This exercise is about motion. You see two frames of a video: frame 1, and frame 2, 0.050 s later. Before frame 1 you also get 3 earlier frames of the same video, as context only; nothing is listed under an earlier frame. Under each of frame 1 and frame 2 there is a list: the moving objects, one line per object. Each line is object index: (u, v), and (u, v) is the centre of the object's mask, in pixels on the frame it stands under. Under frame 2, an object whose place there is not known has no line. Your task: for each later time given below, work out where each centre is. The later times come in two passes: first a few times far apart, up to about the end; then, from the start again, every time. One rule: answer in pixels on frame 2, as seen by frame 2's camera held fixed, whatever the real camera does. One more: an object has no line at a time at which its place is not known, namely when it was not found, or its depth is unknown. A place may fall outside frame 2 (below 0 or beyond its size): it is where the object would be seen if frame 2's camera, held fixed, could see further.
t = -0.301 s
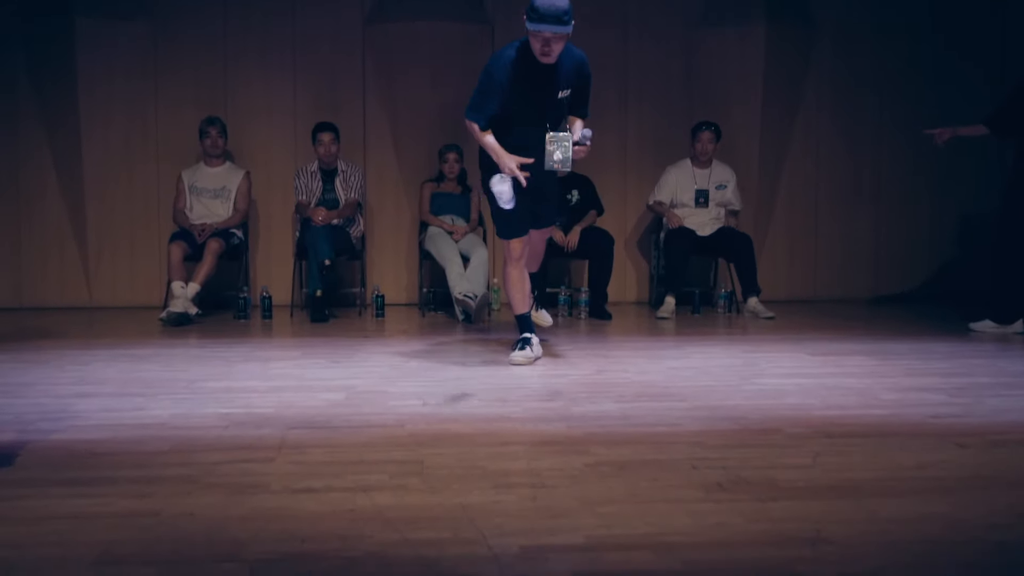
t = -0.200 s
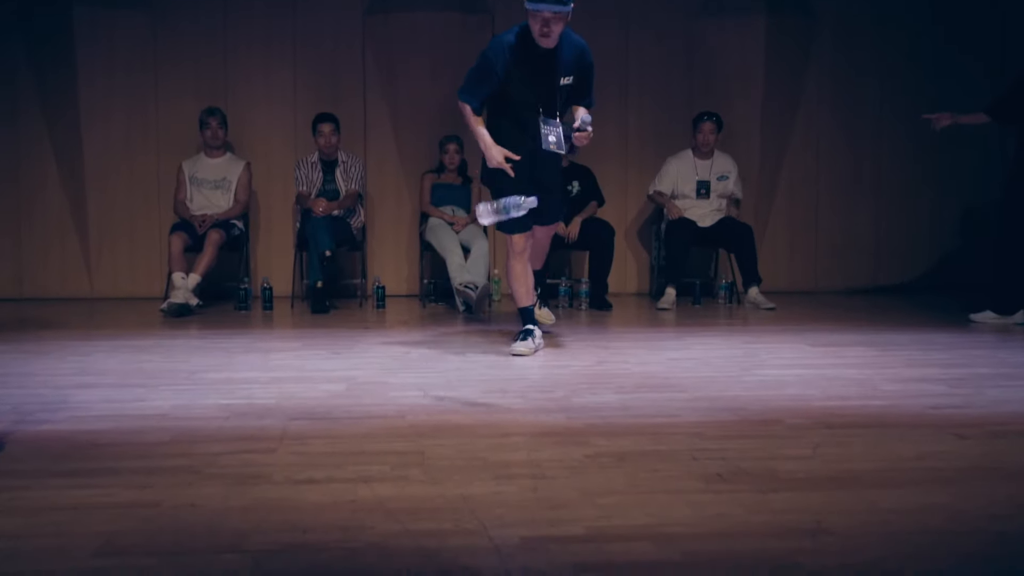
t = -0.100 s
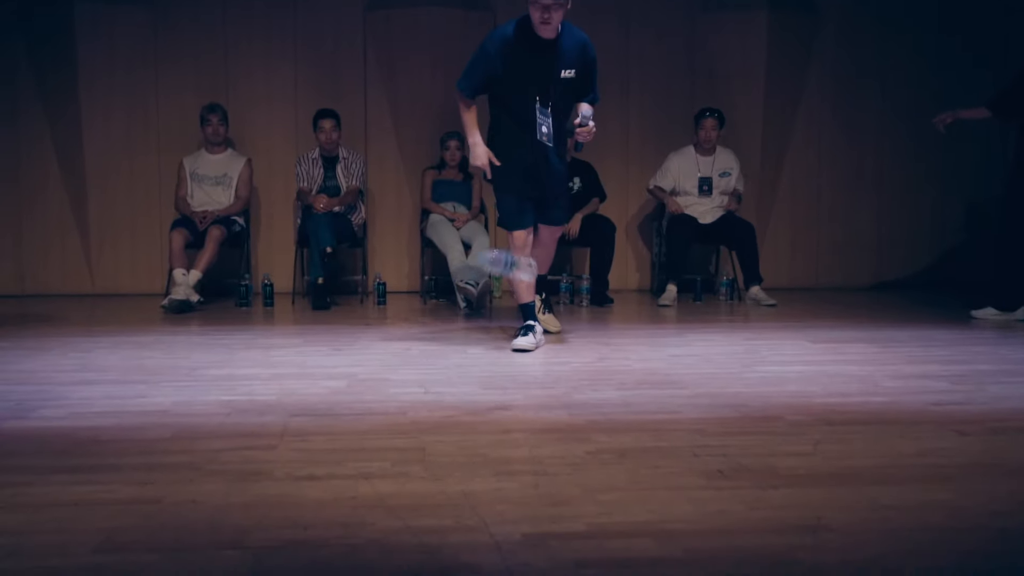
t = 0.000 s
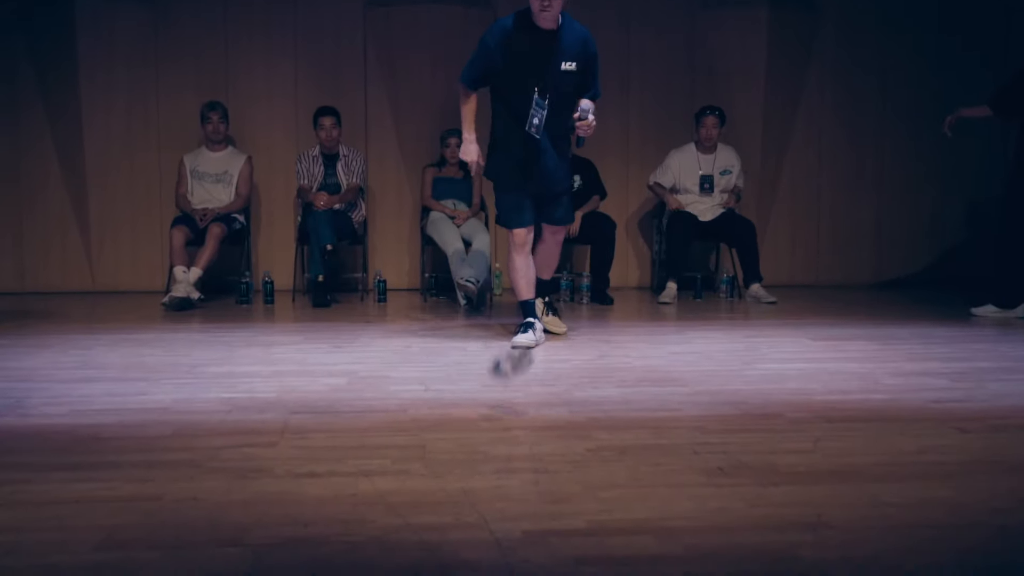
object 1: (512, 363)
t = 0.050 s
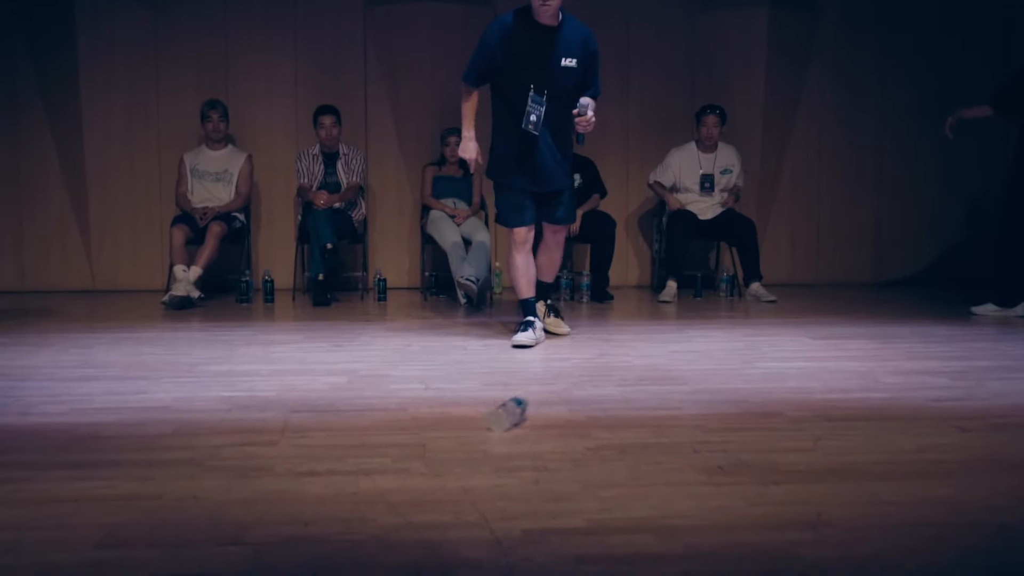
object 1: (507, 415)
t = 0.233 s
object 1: (509, 441)
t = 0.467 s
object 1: (514, 476)
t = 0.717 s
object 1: (515, 508)
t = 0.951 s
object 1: (509, 532)
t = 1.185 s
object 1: (499, 552)
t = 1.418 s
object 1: (500, 561)
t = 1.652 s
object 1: (506, 566)
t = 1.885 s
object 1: (505, 566)
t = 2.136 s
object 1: (504, 568)
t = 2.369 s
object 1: (504, 568)
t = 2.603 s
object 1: (504, 568)
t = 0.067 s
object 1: (506, 414)
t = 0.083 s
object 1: (507, 414)
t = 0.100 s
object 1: (508, 413)
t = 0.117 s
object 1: (509, 414)
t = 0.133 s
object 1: (508, 415)
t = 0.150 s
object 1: (508, 417)
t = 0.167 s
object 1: (508, 420)
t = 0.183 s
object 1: (508, 425)
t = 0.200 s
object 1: (509, 432)
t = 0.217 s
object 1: (509, 438)
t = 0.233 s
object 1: (509, 441)
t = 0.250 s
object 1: (508, 443)
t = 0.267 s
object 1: (509, 446)
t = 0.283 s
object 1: (509, 448)
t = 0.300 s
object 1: (507, 450)
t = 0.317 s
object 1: (511, 452)
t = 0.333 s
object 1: (510, 454)
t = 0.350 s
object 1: (511, 457)
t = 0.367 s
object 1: (512, 458)
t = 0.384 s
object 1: (512, 461)
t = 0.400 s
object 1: (514, 464)
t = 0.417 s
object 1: (516, 467)
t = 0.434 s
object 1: (516, 471)
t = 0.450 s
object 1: (516, 474)
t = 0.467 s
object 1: (514, 476)
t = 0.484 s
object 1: (512, 478)
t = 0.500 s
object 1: (512, 480)
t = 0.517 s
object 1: (509, 482)
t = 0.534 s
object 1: (508, 484)
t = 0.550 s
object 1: (508, 486)
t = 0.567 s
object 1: (508, 487)
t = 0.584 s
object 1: (508, 489)
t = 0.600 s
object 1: (509, 492)
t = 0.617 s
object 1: (509, 493)
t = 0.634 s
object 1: (508, 495)
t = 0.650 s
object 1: (509, 496)
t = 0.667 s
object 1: (510, 499)
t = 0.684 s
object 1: (509, 500)
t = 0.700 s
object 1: (510, 501)
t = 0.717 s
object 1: (515, 508)
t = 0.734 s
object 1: (514, 510)
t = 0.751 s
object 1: (513, 516)
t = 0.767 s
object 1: (510, 517)
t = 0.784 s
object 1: (511, 516)
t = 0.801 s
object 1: (509, 518)
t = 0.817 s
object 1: (509, 519)
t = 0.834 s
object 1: (508, 520)
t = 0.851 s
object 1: (507, 522)
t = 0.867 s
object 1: (507, 524)
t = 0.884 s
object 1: (509, 524)
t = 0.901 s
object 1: (506, 526)
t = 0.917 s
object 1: (507, 528)
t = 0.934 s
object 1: (507, 529)
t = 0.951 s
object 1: (509, 532)
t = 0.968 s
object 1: (511, 533)
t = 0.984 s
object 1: (512, 535)
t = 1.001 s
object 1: (511, 536)
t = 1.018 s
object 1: (510, 539)
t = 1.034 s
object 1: (511, 542)
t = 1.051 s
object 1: (512, 543)
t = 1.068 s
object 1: (509, 545)
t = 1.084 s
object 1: (507, 547)
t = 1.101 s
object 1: (507, 548)
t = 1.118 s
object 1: (505, 549)
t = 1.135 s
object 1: (504, 550)
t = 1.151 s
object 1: (503, 550)
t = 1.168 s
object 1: (503, 550)
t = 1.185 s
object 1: (499, 552)
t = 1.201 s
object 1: (499, 553)
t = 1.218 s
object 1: (499, 553)
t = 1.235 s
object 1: (499, 554)
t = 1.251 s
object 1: (499, 555)
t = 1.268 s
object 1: (499, 555)
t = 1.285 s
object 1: (499, 557)
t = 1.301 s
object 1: (499, 557)
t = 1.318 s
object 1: (496, 558)
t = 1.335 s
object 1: (503, 558)
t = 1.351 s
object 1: (502, 559)
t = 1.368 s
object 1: (503, 559)
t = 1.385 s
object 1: (511, 561)
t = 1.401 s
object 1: (504, 560)
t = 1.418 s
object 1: (500, 561)
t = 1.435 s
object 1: (502, 562)
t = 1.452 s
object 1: (502, 562)
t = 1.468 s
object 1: (502, 563)
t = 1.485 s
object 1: (500, 563)
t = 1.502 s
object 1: (500, 563)
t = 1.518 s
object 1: (501, 564)
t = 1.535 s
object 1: (502, 564)
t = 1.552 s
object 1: (507, 567)
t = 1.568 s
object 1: (508, 567)
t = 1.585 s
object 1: (507, 566)
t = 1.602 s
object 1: (506, 566)
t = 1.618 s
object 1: (506, 566)
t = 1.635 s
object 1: (506, 566)
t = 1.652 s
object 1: (506, 566)
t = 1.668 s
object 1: (506, 566)
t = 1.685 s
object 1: (506, 567)
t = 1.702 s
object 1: (506, 567)
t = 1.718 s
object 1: (505, 567)
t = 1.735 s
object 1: (505, 567)
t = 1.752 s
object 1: (505, 567)
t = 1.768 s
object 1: (505, 567)
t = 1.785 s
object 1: (505, 566)
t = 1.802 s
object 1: (505, 566)
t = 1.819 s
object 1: (505, 566)
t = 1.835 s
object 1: (505, 566)
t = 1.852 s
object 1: (505, 566)
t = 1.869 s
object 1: (505, 566)
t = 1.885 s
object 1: (505, 566)
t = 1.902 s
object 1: (504, 566)
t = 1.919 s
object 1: (504, 566)
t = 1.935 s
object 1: (505, 566)
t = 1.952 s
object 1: (504, 567)
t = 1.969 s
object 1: (504, 567)
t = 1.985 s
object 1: (504, 566)
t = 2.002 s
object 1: (504, 567)
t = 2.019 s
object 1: (504, 567)
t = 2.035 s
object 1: (504, 567)
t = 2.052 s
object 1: (504, 567)
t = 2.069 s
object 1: (504, 567)
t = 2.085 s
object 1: (504, 568)
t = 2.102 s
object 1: (504, 567)
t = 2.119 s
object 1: (504, 567)
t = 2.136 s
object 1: (504, 568)
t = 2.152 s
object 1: (504, 568)
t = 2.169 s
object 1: (504, 567)
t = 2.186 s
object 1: (504, 567)
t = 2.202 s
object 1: (504, 568)
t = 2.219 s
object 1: (504, 568)
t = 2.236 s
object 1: (504, 568)
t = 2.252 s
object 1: (504, 568)
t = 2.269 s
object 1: (504, 568)
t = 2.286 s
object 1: (505, 568)
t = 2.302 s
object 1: (505, 568)
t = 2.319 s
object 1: (505, 568)
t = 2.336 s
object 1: (504, 568)
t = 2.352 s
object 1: (505, 568)
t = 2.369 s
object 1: (504, 568)
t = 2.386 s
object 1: (505, 568)
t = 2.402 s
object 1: (505, 568)
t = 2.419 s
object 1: (504, 568)
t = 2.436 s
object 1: (504, 568)
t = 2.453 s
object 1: (504, 568)
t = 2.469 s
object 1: (504, 568)
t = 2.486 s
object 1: (504, 568)
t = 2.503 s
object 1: (504, 568)
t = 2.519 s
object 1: (504, 568)
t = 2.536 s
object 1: (504, 568)
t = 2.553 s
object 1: (504, 568)
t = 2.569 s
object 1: (504, 568)
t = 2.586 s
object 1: (504, 568)
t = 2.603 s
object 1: (504, 568)
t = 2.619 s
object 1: (504, 568)
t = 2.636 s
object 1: (504, 568)
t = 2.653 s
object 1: (504, 568)
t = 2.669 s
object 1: (504, 567)
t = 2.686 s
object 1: (504, 568)
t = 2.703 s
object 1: (504, 568)
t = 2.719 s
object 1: (504, 568)
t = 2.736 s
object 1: (504, 568)
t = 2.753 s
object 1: (503, 568)
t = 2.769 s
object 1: (504, 567)
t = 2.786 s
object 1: (504, 567)
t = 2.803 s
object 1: (504, 567)
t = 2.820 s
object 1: (505, 568)
